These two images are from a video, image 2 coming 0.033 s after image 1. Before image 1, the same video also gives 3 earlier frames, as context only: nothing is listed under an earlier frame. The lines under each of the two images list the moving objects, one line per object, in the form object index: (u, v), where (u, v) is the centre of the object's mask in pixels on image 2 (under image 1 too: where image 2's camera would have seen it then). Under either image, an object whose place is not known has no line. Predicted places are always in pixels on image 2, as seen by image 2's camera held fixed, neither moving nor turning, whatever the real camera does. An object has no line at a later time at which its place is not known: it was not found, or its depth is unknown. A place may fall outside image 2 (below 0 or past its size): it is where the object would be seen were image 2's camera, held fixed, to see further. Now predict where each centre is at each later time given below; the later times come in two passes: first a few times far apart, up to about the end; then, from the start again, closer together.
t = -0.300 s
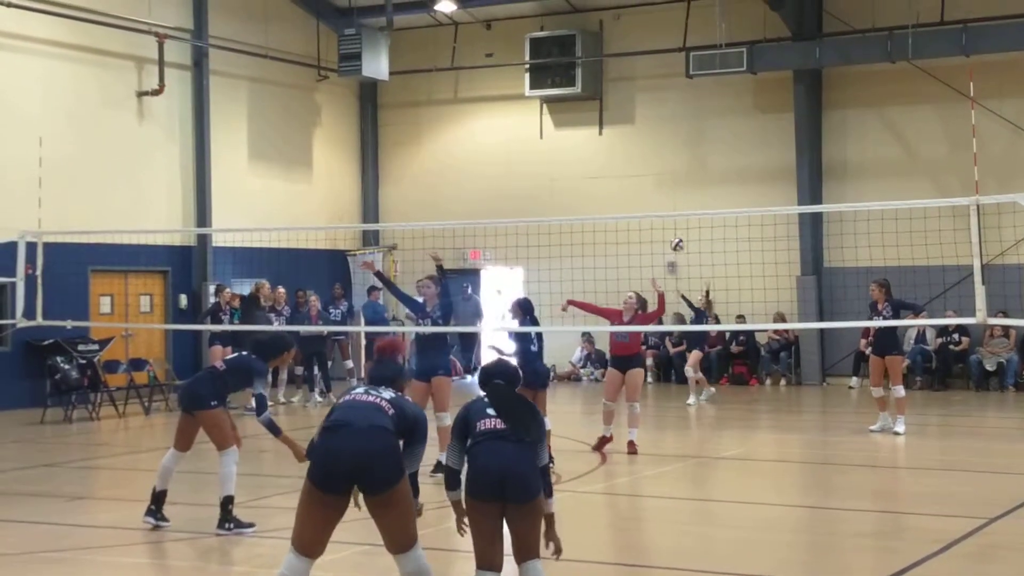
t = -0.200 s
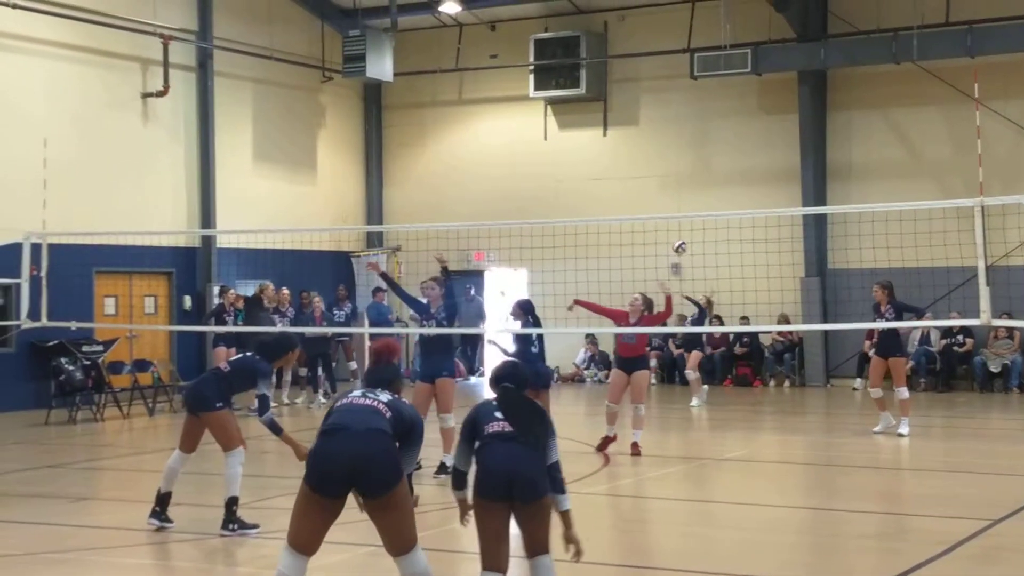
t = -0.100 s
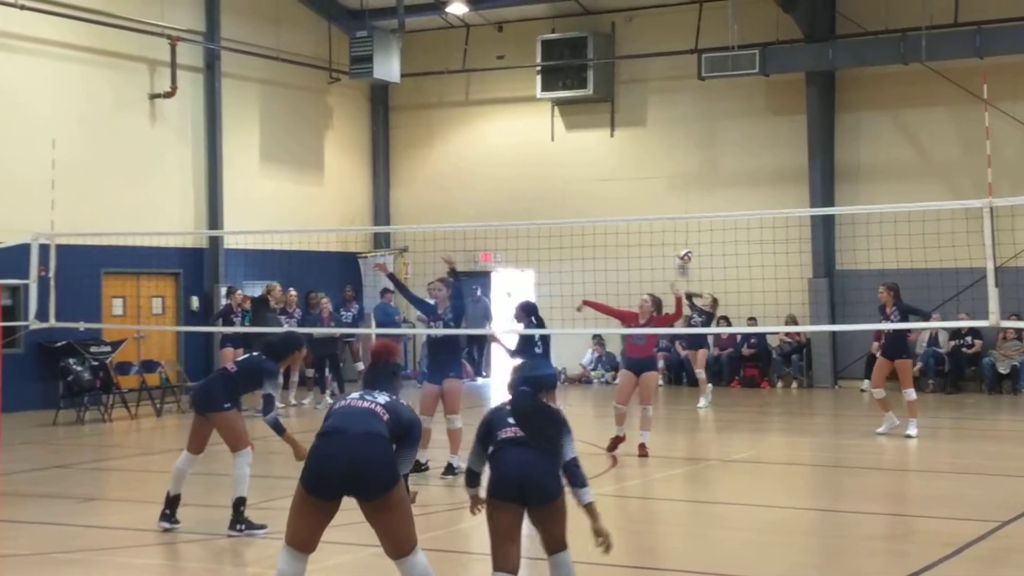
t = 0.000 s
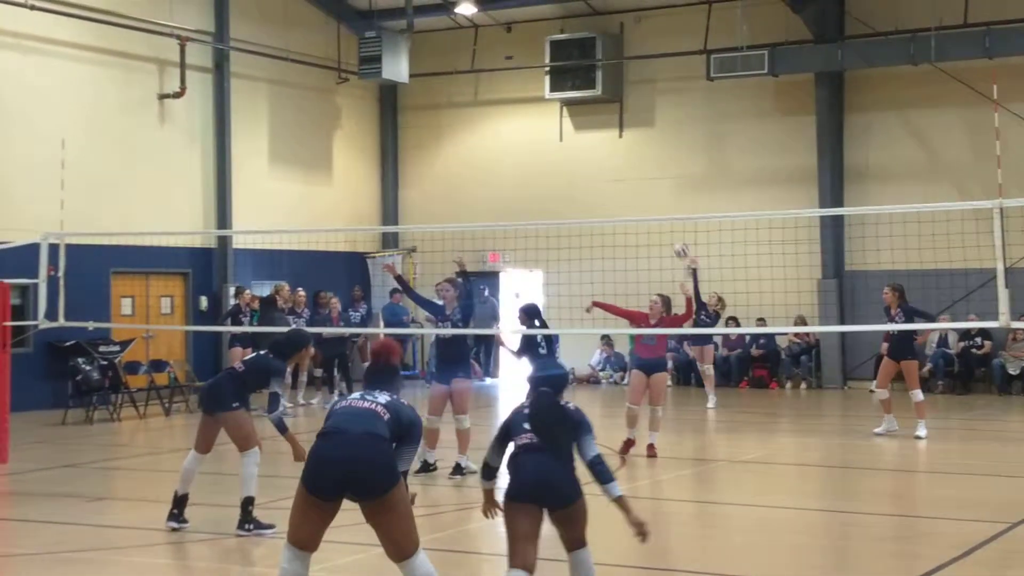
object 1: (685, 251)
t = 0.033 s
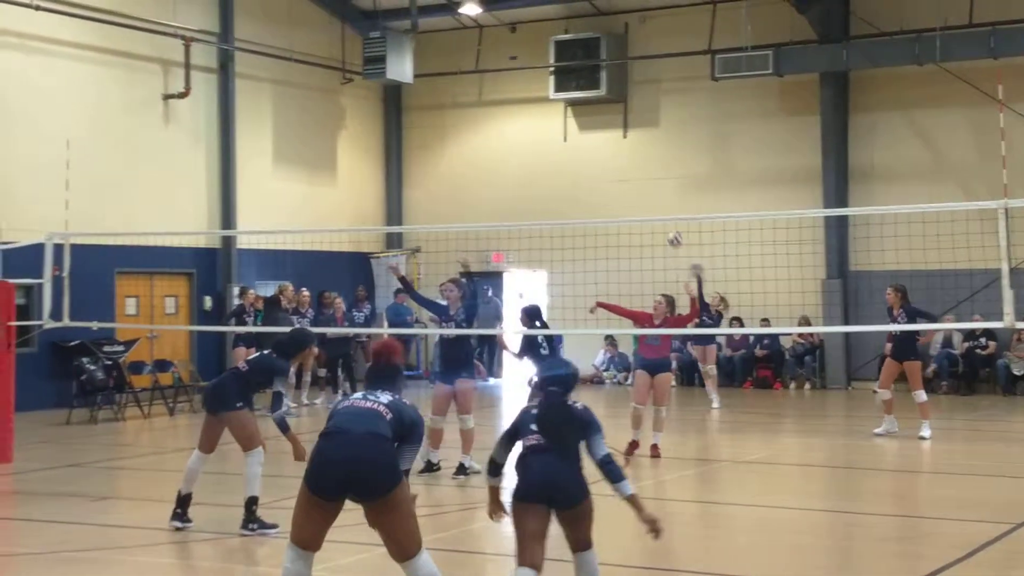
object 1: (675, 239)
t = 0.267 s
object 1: (586, 160)
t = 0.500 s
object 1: (474, 97)
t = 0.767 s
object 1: (314, 69)
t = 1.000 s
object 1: (113, 107)
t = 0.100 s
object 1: (652, 212)
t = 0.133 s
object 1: (640, 204)
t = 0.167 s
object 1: (628, 193)
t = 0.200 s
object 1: (614, 181)
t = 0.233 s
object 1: (600, 171)
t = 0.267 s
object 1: (586, 160)
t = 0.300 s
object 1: (571, 149)
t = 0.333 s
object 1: (556, 140)
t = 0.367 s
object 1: (541, 130)
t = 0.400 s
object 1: (525, 121)
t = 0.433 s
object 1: (508, 112)
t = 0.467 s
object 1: (491, 104)
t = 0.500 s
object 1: (474, 97)
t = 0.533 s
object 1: (456, 91)
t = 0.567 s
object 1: (438, 86)
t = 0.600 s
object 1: (419, 81)
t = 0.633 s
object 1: (399, 79)
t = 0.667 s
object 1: (379, 74)
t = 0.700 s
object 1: (358, 72)
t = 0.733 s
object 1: (337, 70)
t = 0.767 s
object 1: (314, 69)
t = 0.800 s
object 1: (289, 69)
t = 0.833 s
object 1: (261, 69)
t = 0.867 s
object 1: (235, 73)
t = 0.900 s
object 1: (208, 80)
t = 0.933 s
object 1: (177, 86)
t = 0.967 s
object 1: (146, 97)
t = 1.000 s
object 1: (113, 107)
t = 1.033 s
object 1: (78, 121)
